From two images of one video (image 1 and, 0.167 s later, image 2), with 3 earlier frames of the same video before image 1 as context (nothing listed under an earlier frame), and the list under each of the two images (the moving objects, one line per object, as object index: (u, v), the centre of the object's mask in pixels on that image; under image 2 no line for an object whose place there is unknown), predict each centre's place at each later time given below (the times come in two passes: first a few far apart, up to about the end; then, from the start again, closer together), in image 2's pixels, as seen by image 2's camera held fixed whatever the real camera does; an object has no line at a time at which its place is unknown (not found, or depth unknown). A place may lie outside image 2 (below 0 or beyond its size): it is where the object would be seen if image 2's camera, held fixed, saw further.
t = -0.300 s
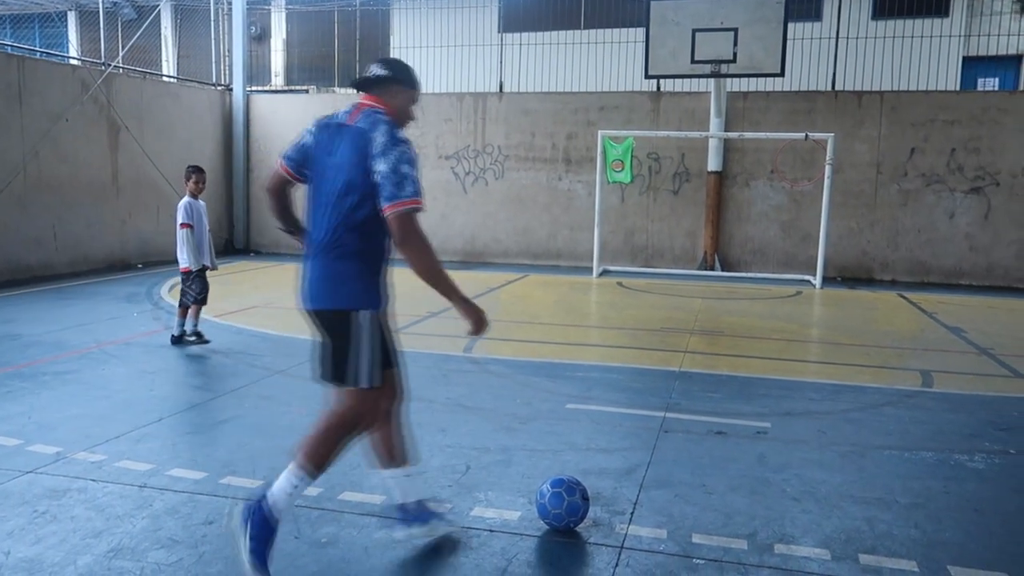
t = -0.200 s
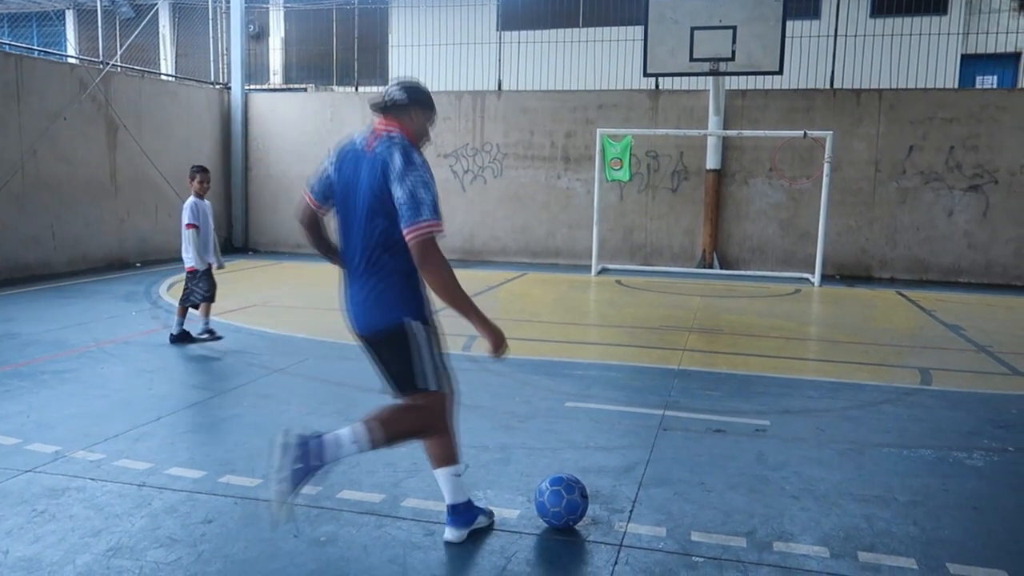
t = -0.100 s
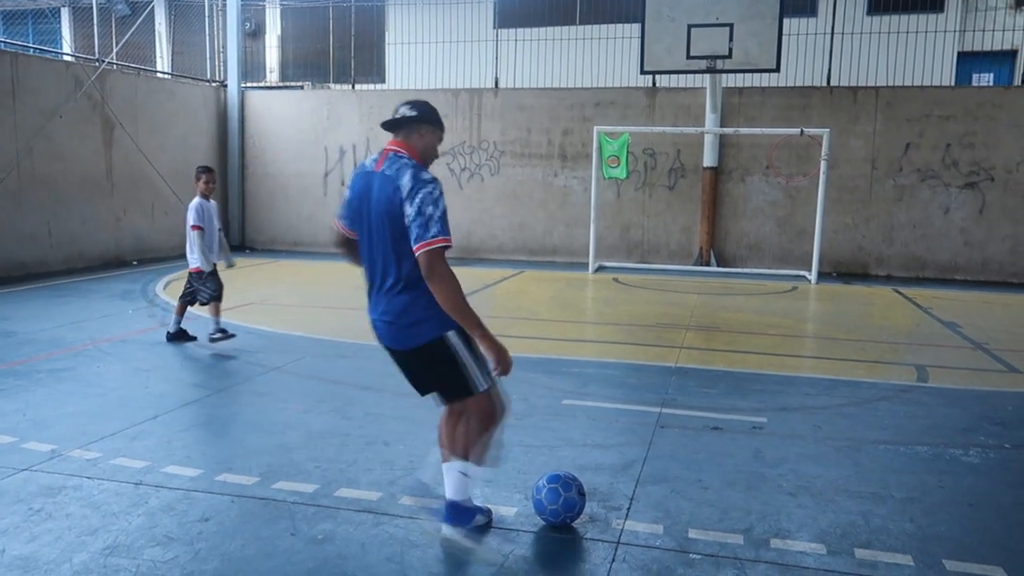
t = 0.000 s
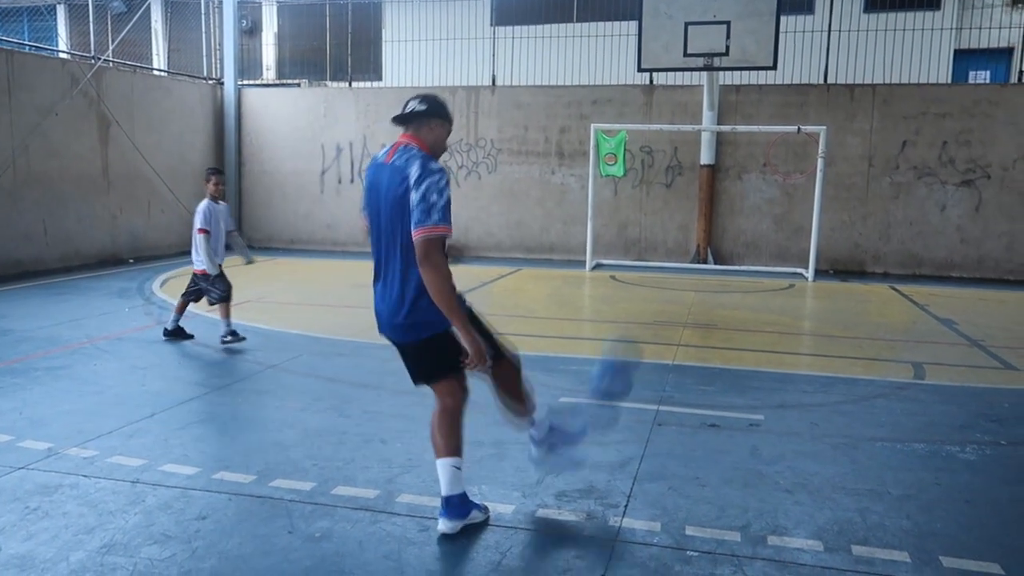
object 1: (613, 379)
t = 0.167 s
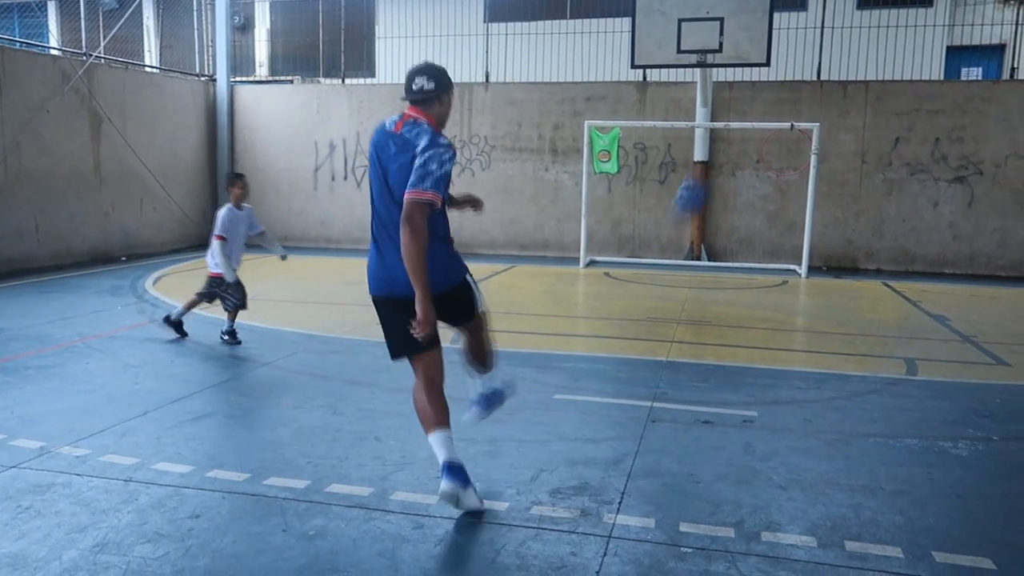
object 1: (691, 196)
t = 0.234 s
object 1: (712, 162)
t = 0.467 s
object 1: (756, 112)
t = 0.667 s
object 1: (774, 119)
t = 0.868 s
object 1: (798, 33)
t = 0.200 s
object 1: (701, 178)
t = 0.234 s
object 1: (712, 162)
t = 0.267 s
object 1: (720, 148)
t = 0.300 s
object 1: (727, 138)
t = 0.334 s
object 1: (735, 129)
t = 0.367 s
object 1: (740, 122)
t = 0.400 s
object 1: (746, 117)
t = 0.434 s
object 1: (751, 114)
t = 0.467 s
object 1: (756, 112)
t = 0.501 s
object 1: (760, 111)
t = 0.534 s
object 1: (763, 111)
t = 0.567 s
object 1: (767, 112)
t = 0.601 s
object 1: (770, 114)
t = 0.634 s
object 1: (772, 116)
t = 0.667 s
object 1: (774, 119)
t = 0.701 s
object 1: (778, 116)
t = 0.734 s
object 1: (781, 99)
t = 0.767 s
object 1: (786, 82)
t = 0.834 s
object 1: (794, 50)
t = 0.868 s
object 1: (798, 33)
